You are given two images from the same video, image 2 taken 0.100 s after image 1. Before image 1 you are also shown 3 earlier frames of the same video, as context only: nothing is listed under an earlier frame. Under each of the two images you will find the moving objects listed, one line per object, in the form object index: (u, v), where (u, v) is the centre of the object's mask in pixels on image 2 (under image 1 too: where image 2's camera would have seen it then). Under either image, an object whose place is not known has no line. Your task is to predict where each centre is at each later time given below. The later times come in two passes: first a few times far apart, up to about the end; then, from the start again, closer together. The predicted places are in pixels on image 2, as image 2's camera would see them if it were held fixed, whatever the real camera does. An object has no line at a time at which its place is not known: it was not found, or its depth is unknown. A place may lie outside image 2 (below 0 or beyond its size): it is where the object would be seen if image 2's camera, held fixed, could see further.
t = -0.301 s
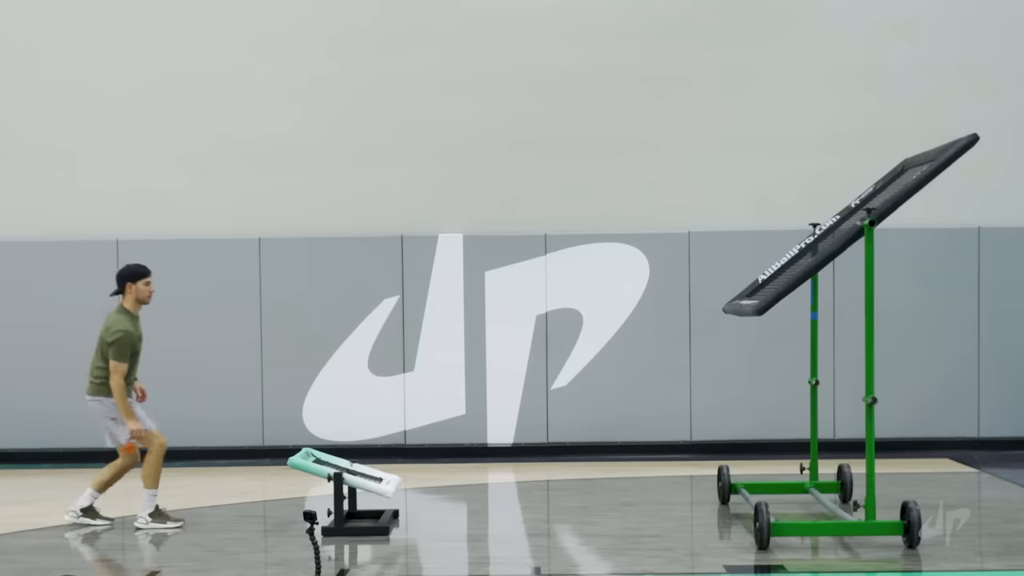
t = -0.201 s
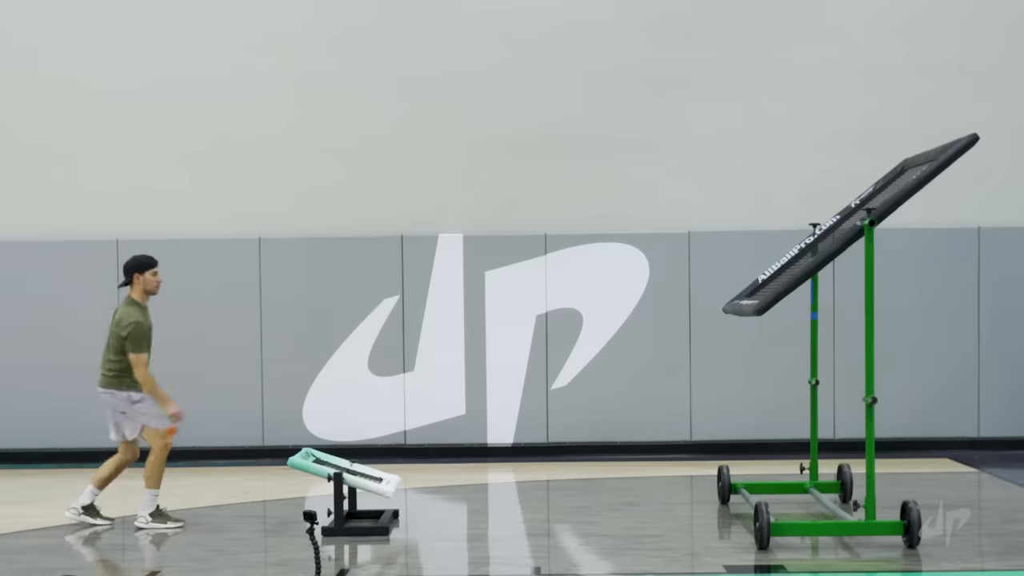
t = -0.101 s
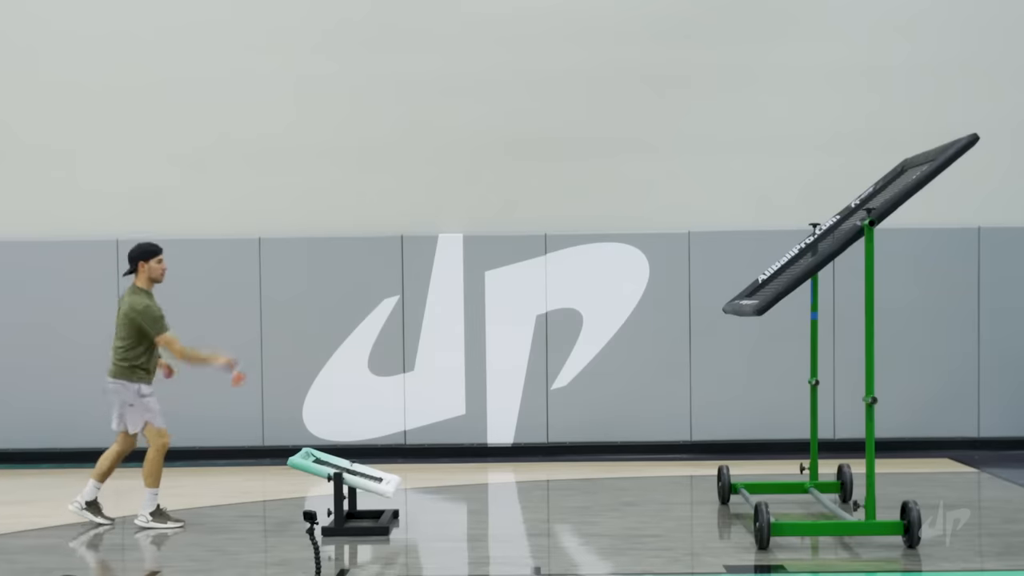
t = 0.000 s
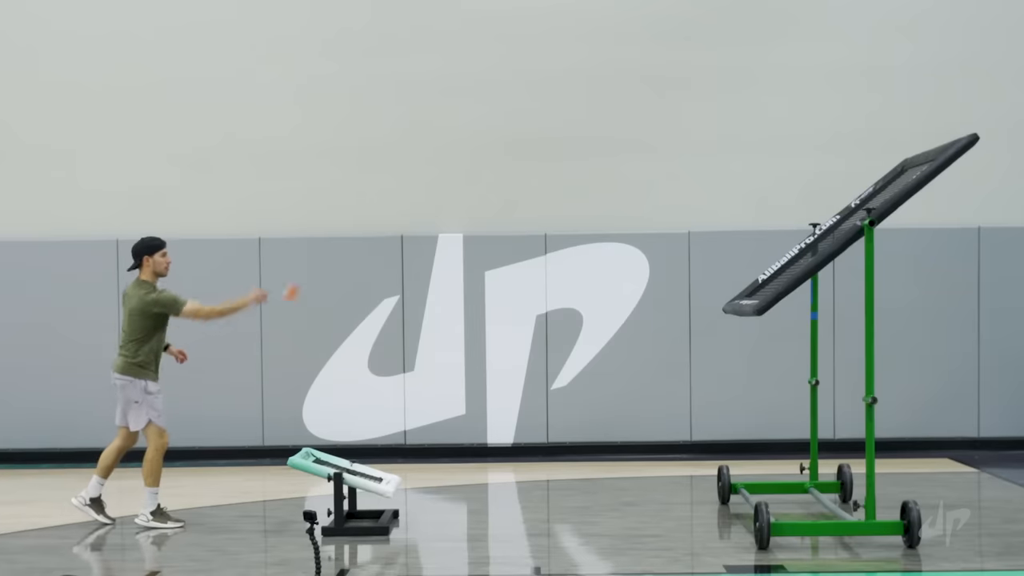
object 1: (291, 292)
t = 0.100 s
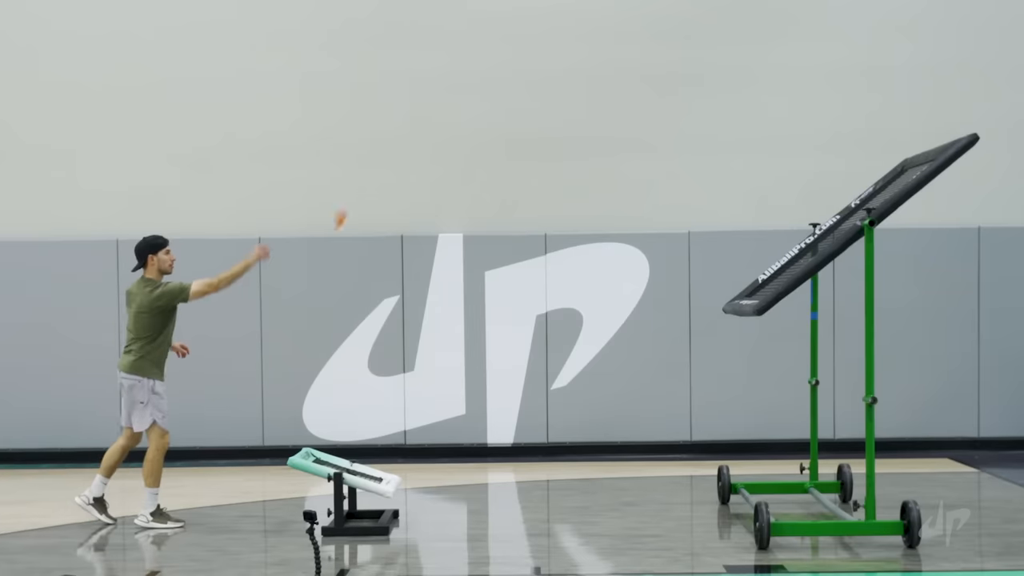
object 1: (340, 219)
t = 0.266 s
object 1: (422, 131)
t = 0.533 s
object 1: (554, 82)
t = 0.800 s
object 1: (688, 150)
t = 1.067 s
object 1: (758, 257)
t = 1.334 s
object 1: (622, 224)
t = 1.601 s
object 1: (488, 309)
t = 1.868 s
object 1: (372, 463)
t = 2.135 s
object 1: (388, 374)
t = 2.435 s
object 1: (409, 407)
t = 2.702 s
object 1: (425, 515)
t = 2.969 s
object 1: (429, 515)
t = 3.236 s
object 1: (430, 516)
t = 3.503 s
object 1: (430, 515)
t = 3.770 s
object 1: (430, 515)
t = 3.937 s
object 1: (430, 515)
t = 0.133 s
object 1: (356, 198)
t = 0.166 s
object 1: (373, 178)
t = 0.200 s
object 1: (389, 161)
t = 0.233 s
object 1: (406, 144)
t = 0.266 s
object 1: (422, 131)
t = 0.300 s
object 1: (439, 118)
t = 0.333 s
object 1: (455, 108)
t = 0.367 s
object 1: (472, 100)
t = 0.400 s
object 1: (488, 92)
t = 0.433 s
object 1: (504, 86)
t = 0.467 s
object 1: (521, 83)
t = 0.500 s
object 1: (537, 82)
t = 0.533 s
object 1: (554, 82)
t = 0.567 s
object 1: (570, 84)
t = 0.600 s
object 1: (587, 88)
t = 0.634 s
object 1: (604, 94)
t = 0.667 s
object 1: (621, 101)
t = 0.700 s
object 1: (638, 110)
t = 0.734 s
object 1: (654, 122)
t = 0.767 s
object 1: (671, 135)
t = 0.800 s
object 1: (688, 150)
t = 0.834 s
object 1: (704, 166)
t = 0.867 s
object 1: (721, 184)
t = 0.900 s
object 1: (738, 205)
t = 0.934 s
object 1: (756, 229)
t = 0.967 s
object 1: (773, 252)
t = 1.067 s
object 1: (758, 257)
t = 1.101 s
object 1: (741, 246)
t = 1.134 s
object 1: (724, 238)
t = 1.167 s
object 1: (707, 231)
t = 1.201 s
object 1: (689, 226)
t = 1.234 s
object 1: (672, 222)
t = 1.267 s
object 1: (655, 222)
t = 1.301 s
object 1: (639, 222)
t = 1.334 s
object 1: (622, 224)
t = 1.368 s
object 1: (605, 228)
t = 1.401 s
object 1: (588, 234)
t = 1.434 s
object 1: (573, 242)
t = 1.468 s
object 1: (554, 251)
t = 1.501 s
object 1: (537, 264)
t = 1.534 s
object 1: (521, 276)
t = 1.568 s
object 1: (505, 292)
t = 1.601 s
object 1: (488, 309)
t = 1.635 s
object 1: (471, 328)
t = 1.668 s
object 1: (454, 347)
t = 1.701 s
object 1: (438, 369)
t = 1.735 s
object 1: (421, 395)
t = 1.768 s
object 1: (403, 420)
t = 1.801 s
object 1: (389, 450)
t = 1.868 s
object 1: (372, 463)
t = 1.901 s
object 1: (373, 450)
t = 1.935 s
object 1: (376, 433)
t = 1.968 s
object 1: (378, 418)
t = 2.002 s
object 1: (379, 406)
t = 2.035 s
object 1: (381, 395)
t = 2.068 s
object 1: (383, 386)
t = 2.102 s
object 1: (386, 379)
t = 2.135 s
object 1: (388, 374)
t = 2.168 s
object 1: (390, 371)
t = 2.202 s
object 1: (393, 369)
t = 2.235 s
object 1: (395, 370)
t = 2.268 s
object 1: (397, 371)
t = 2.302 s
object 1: (399, 374)
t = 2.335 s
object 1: (402, 380)
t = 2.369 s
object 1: (404, 387)
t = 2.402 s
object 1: (407, 396)
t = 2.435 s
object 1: (409, 407)
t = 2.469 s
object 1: (412, 419)
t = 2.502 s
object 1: (414, 434)
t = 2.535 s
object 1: (417, 450)
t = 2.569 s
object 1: (420, 465)
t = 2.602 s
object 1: (421, 486)
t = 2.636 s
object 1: (424, 515)
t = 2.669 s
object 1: (425, 517)
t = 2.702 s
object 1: (425, 515)
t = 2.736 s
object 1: (425, 516)
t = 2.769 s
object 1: (426, 516)
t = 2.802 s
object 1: (427, 516)
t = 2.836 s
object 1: (427, 516)
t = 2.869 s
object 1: (427, 515)
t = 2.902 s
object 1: (428, 516)
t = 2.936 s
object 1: (429, 516)
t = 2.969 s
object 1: (429, 515)
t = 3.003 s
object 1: (430, 516)
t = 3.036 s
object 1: (429, 515)
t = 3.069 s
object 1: (429, 515)
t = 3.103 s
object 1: (429, 516)
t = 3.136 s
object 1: (429, 515)
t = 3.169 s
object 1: (430, 516)
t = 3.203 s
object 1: (430, 516)
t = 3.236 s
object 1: (430, 516)
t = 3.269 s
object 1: (430, 516)
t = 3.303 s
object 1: (430, 516)
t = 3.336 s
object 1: (430, 516)
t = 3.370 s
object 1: (430, 515)
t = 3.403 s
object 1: (430, 516)
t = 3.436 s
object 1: (430, 515)
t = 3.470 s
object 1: (430, 515)
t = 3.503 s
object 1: (430, 515)
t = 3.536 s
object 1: (430, 515)
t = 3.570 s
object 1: (430, 515)
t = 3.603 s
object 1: (430, 515)
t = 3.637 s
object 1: (430, 515)
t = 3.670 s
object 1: (430, 515)
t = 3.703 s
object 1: (430, 515)
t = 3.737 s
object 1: (430, 515)
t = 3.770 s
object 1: (430, 515)
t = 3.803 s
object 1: (430, 515)
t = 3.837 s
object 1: (430, 515)
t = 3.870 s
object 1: (430, 515)
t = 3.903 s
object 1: (430, 515)
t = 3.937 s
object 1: (430, 515)
